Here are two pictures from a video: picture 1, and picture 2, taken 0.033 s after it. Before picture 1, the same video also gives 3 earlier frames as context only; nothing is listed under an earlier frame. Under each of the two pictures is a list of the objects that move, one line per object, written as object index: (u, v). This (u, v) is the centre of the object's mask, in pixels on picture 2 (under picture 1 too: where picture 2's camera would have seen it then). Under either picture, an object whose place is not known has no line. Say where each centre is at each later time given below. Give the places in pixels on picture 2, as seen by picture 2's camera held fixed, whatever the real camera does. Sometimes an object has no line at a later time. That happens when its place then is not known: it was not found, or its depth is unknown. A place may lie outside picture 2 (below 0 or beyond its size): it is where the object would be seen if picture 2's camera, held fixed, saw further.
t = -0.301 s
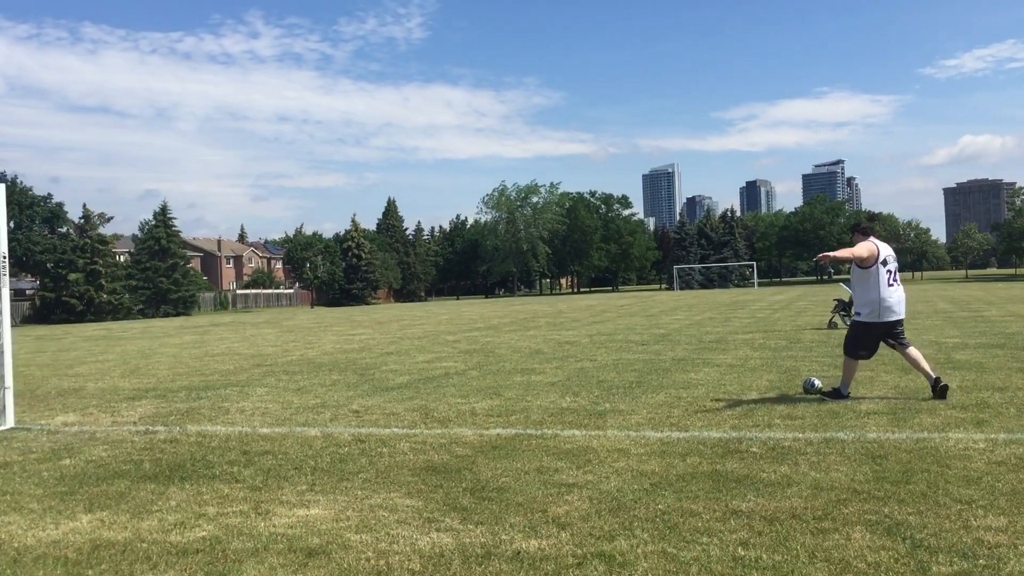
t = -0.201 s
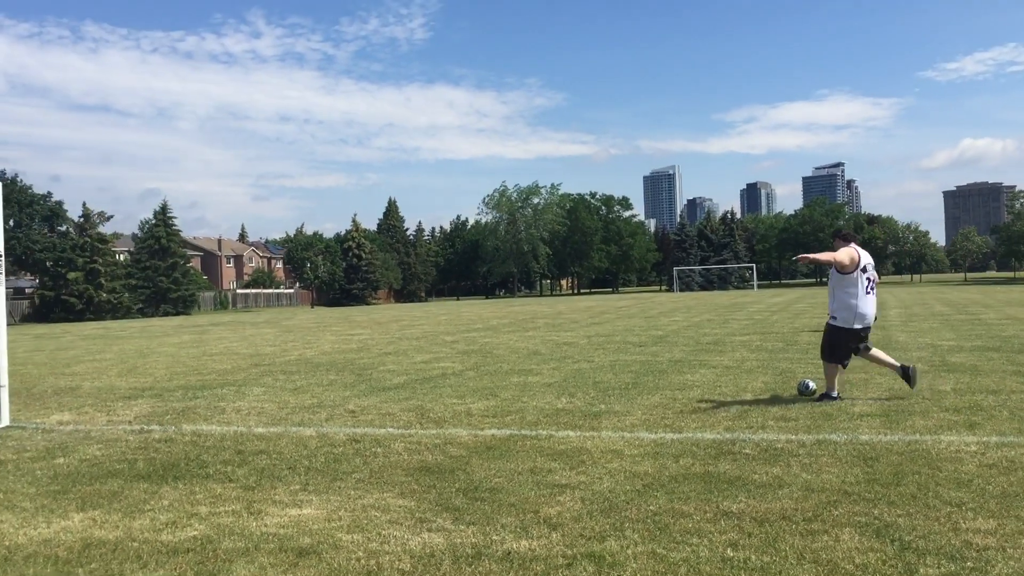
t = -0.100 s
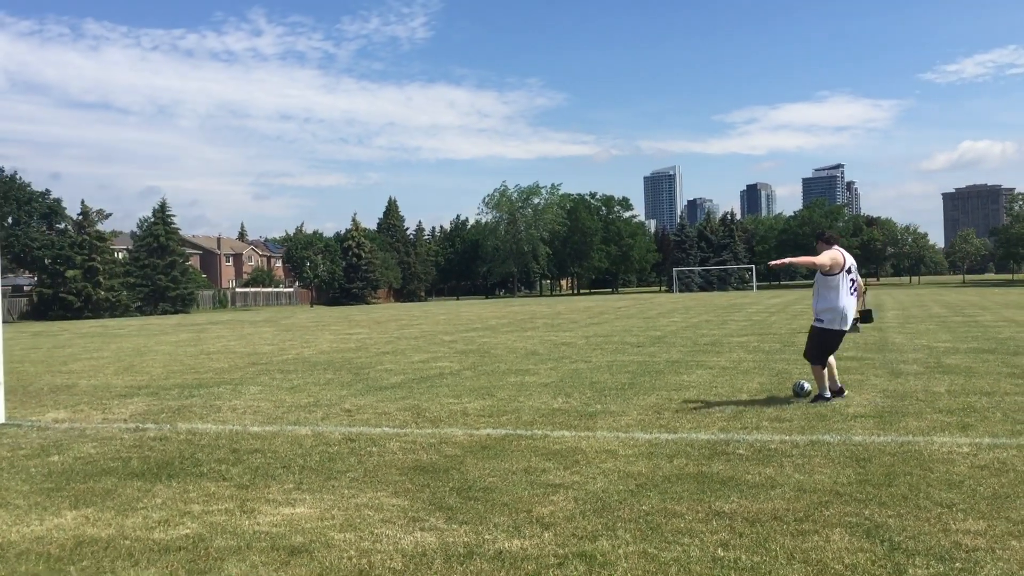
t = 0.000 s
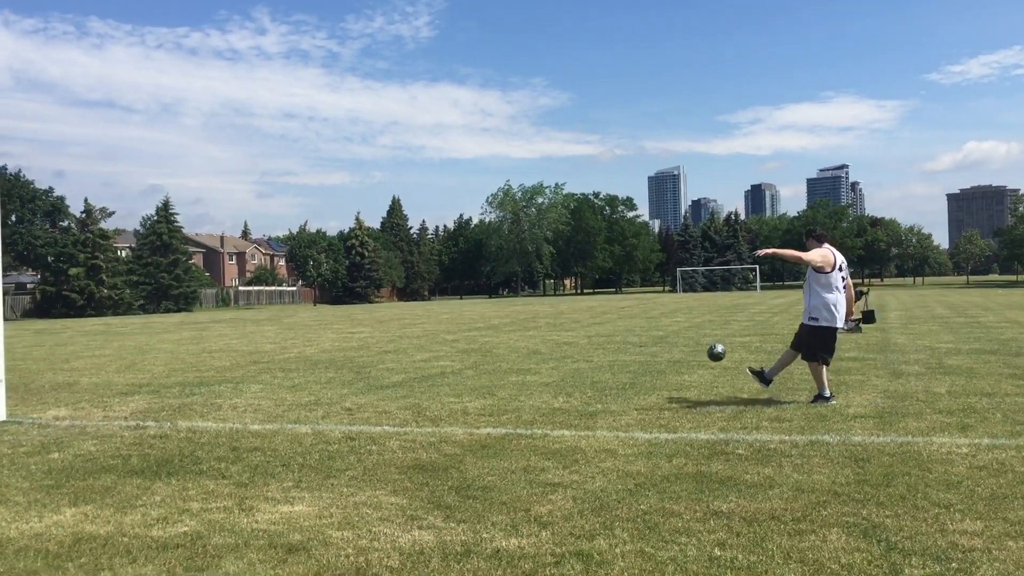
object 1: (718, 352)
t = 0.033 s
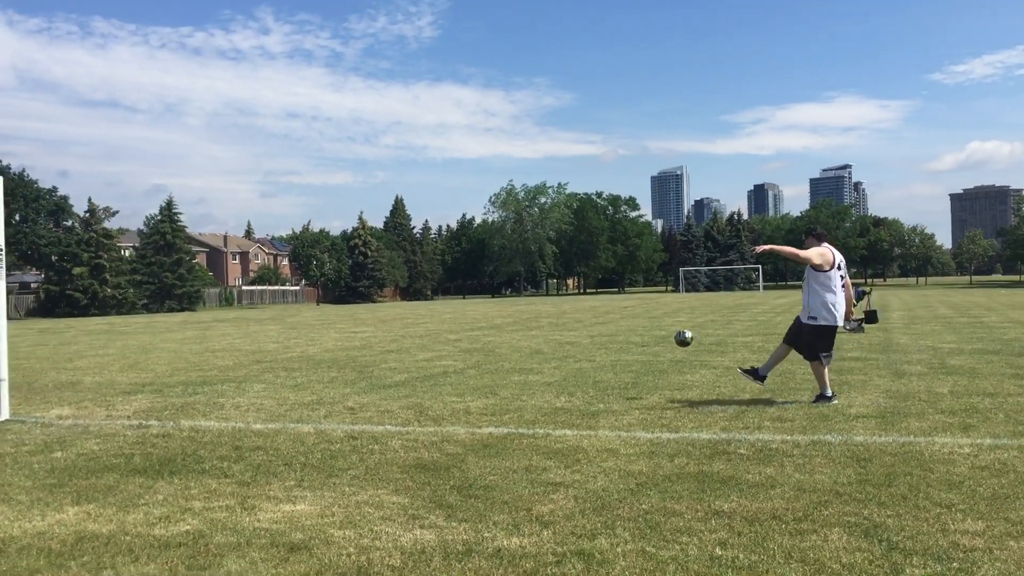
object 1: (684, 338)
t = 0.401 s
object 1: (338, 245)
